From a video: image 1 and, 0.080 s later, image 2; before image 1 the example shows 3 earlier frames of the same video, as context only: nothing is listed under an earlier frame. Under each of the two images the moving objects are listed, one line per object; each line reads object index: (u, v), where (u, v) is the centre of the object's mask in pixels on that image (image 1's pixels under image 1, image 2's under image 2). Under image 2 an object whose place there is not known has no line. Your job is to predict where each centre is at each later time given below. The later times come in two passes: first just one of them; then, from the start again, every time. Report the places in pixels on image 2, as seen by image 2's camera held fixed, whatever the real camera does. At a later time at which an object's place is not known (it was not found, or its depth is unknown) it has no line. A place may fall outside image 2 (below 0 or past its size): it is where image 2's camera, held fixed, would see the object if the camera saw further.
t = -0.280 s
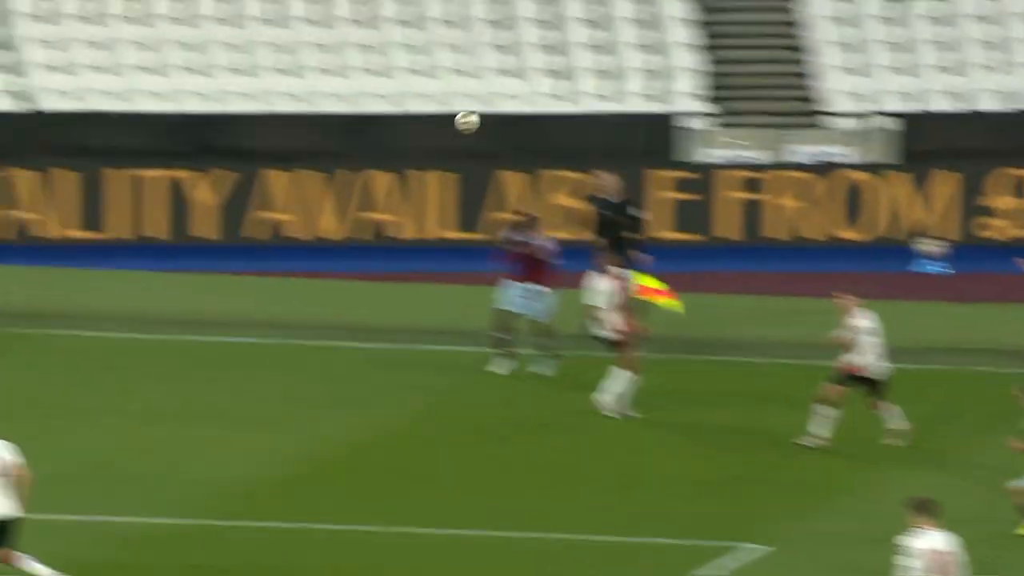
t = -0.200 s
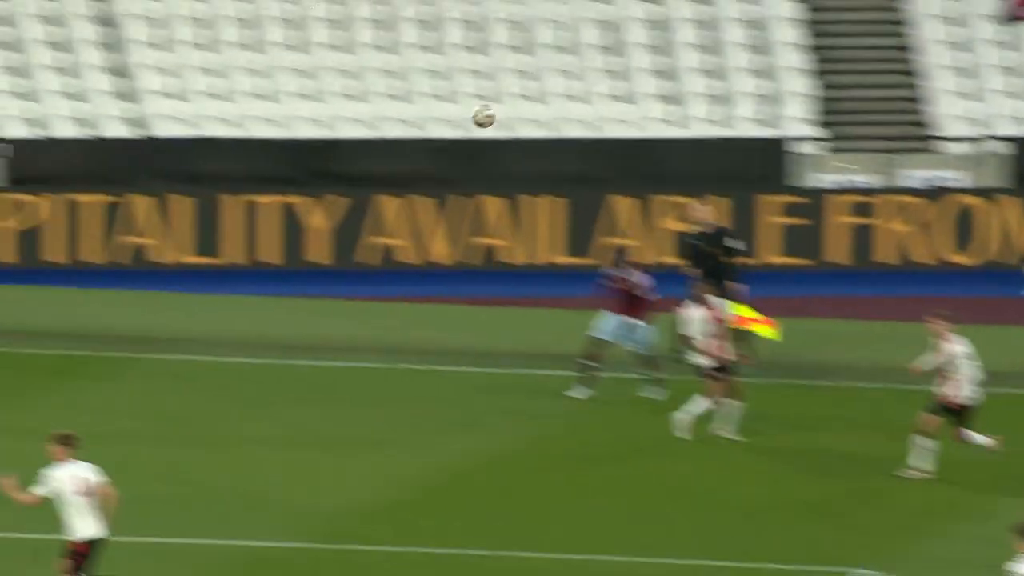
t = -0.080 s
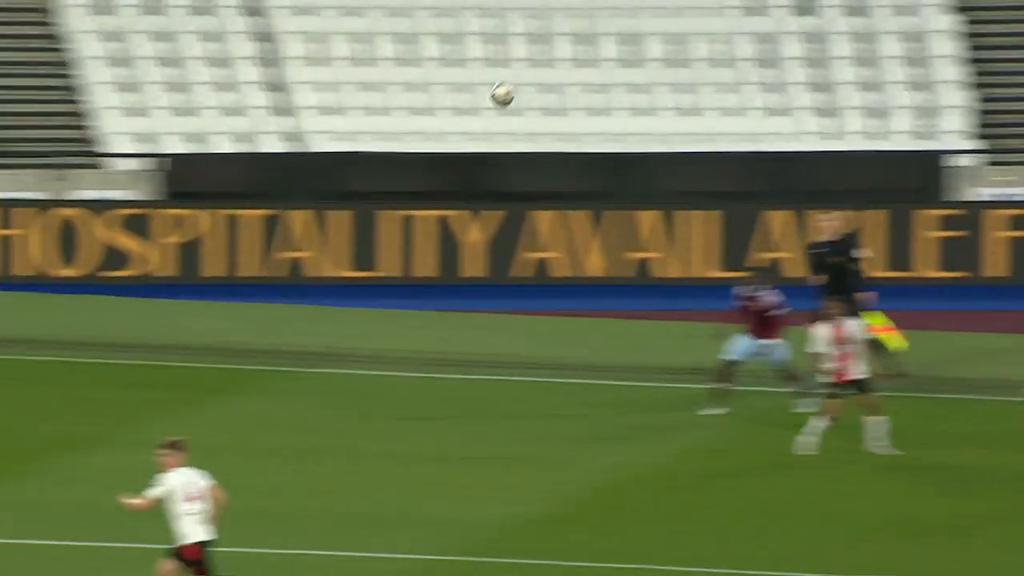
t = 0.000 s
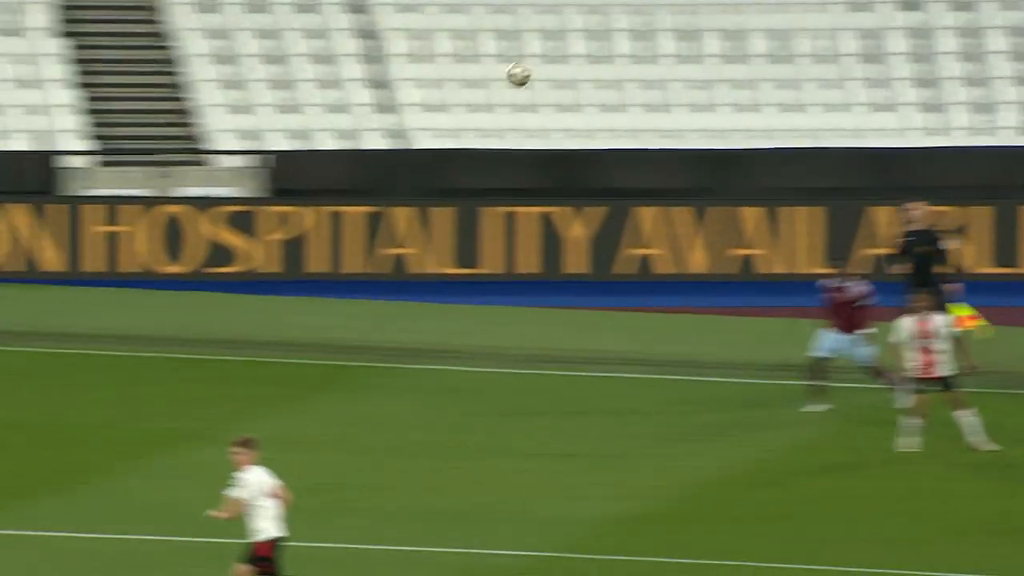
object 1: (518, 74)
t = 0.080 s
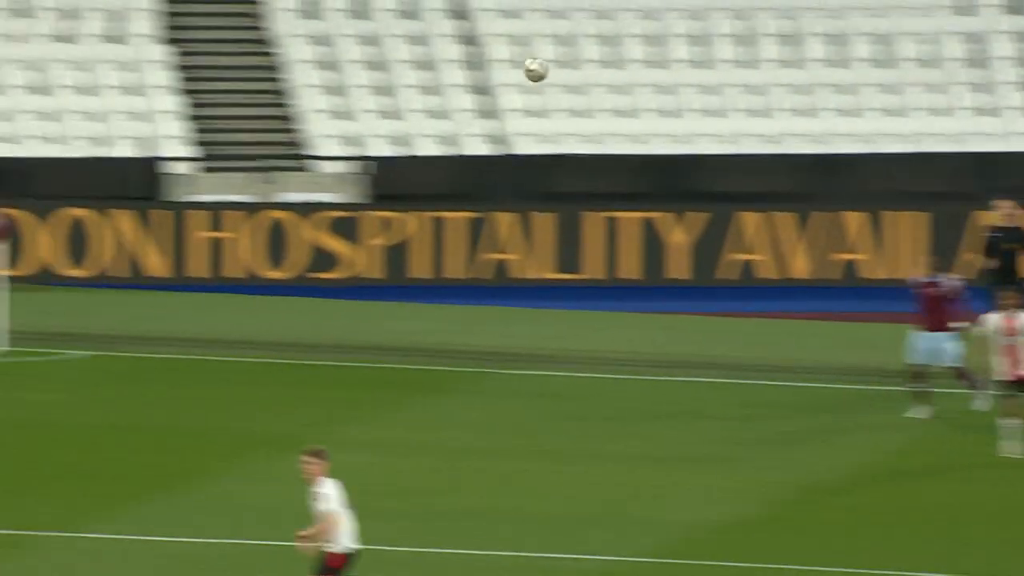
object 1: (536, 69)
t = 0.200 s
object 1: (415, 67)
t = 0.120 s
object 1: (495, 66)
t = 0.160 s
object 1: (454, 65)
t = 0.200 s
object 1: (415, 67)
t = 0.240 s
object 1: (375, 67)
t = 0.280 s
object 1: (337, 69)
